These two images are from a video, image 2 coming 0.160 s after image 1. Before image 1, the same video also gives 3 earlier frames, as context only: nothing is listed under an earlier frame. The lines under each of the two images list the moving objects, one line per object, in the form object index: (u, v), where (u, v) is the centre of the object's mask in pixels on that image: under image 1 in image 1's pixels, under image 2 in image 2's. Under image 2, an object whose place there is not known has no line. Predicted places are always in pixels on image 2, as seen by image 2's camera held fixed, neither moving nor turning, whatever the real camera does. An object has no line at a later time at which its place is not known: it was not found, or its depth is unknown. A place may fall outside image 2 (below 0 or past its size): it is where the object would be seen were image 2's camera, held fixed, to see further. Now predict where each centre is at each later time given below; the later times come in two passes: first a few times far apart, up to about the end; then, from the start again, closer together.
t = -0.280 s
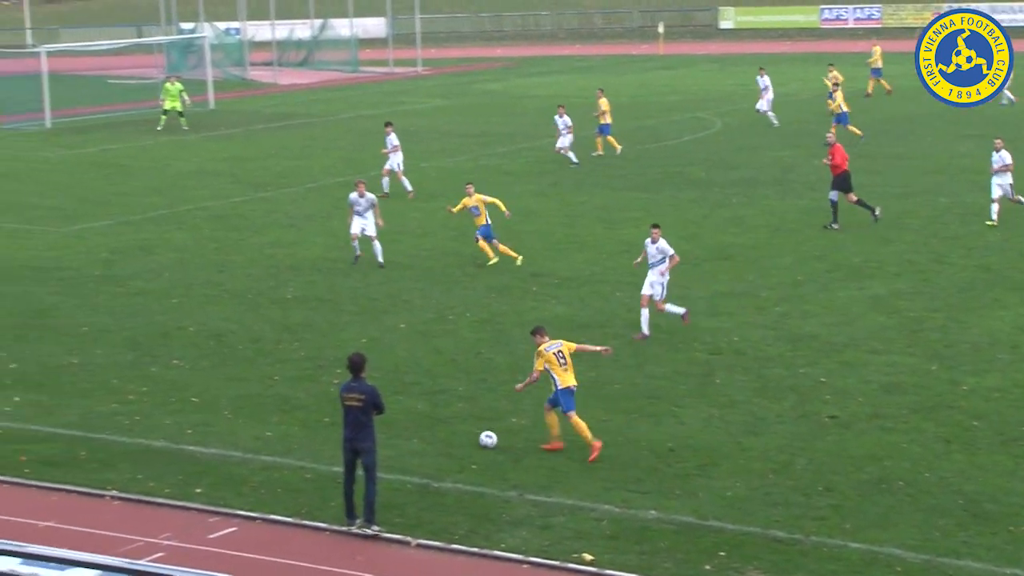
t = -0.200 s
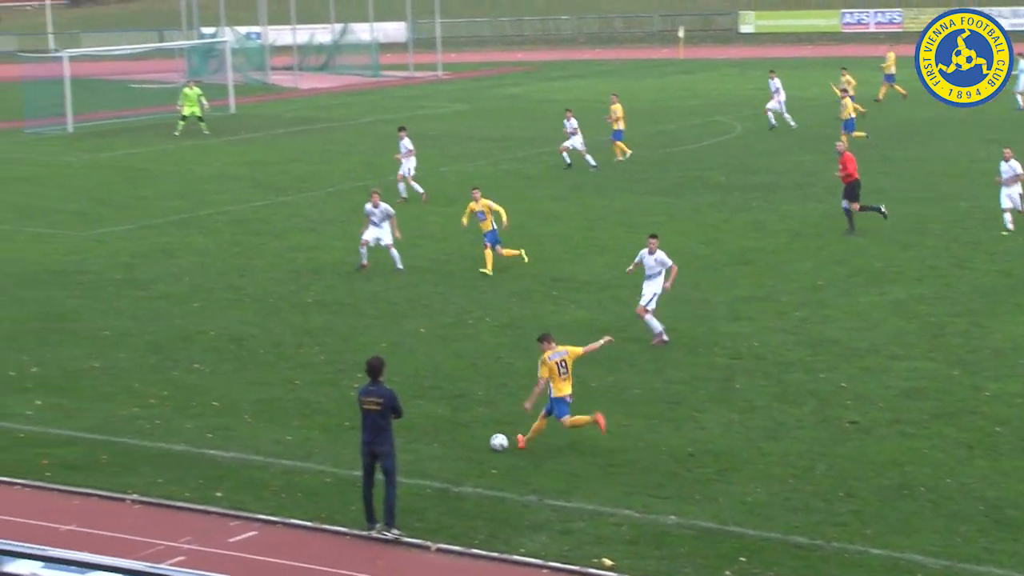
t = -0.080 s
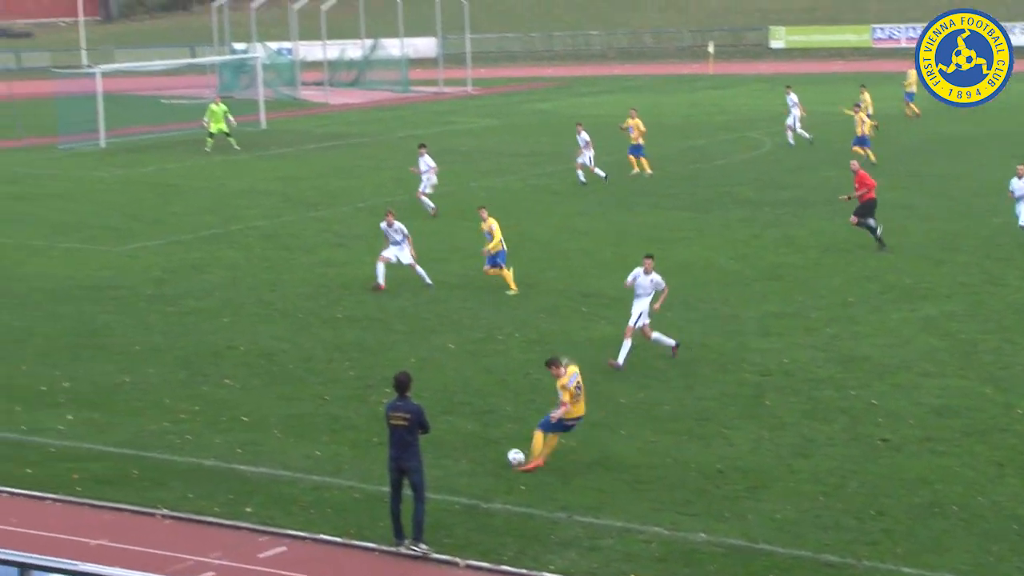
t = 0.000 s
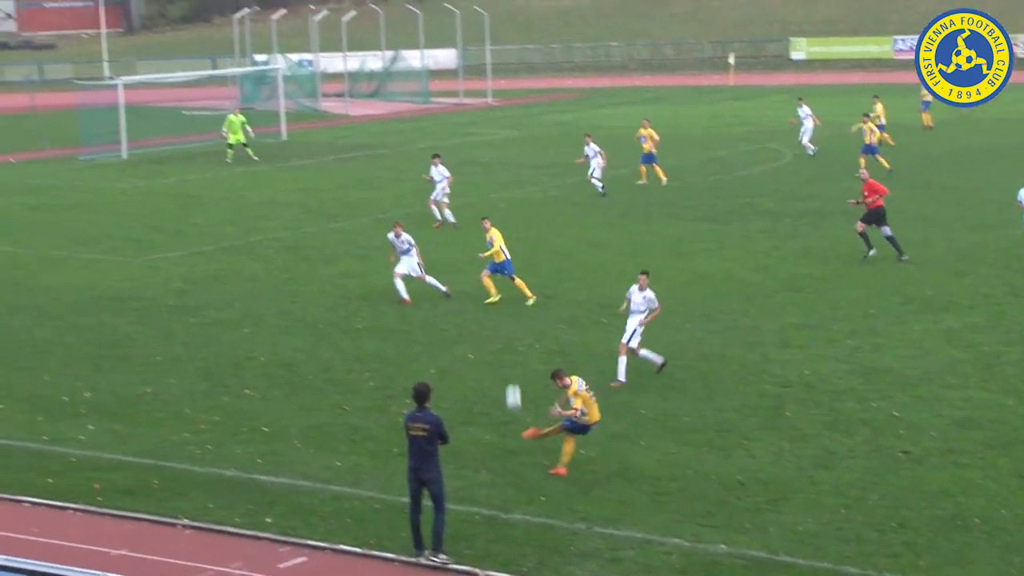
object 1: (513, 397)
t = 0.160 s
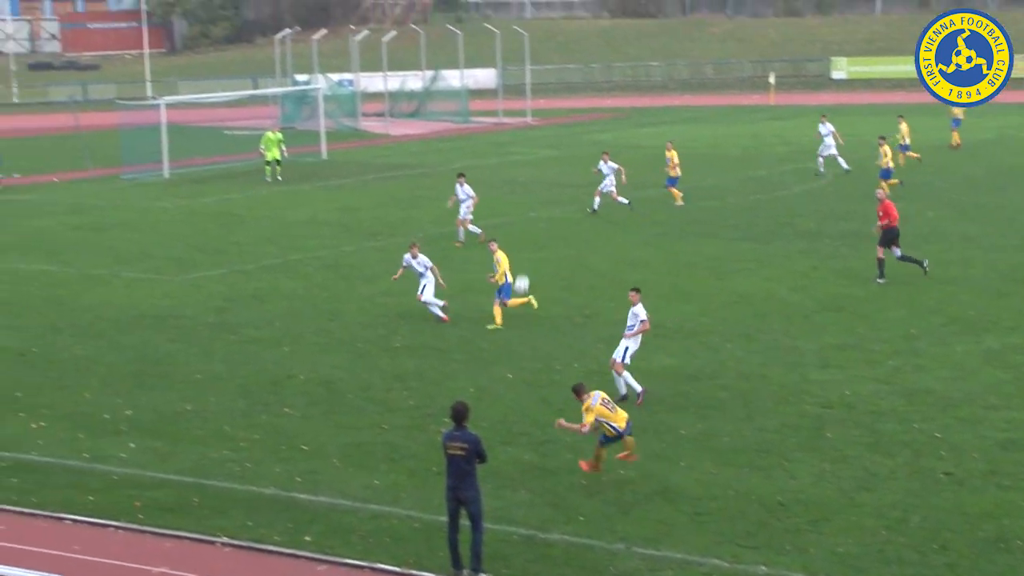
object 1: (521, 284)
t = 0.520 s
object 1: (520, 142)
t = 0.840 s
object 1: (550, 121)
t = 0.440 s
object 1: (515, 159)
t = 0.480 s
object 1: (517, 150)
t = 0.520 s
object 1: (520, 142)
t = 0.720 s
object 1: (537, 121)
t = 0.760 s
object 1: (541, 120)
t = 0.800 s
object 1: (545, 120)
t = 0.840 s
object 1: (550, 121)
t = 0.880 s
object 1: (554, 123)
